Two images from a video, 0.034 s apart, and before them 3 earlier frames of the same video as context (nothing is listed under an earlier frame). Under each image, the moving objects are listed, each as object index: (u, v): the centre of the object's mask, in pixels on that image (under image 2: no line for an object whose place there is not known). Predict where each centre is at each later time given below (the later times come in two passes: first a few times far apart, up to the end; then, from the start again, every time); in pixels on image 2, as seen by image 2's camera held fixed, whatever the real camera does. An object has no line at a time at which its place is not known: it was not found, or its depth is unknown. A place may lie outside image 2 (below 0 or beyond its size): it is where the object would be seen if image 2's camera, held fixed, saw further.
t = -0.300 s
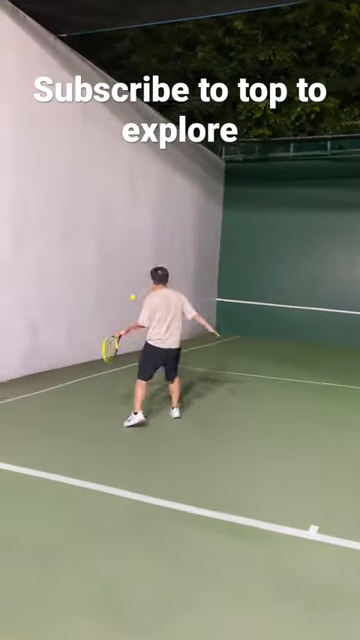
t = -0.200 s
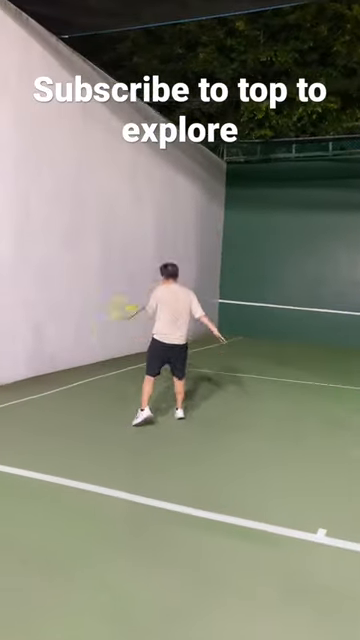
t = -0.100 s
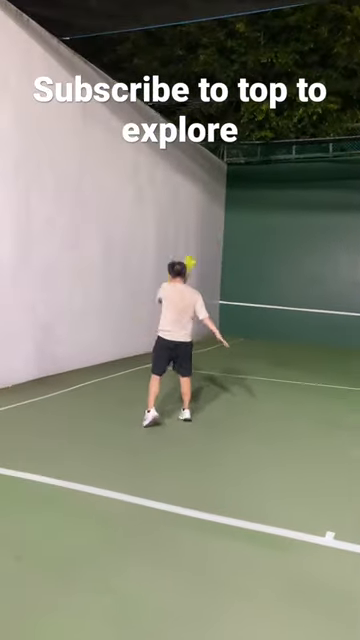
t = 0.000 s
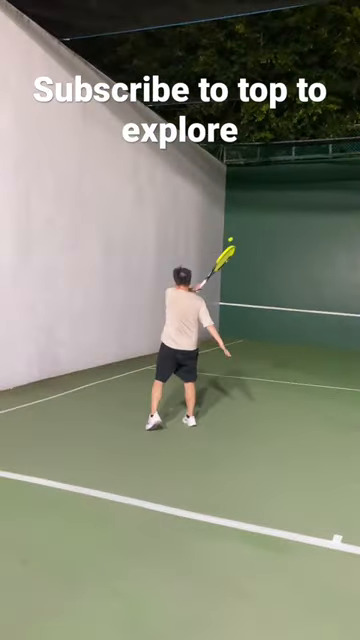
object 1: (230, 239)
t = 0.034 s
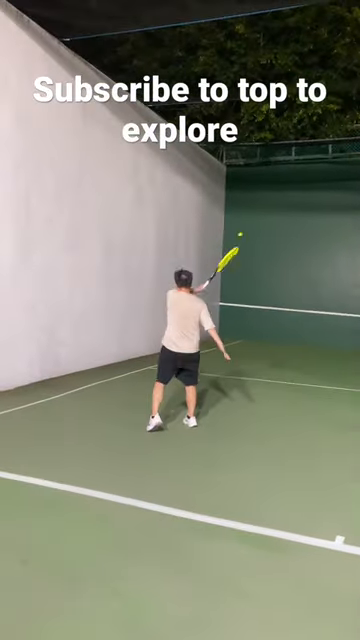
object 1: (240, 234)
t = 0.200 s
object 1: (275, 222)
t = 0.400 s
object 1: (300, 226)
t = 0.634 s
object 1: (288, 227)
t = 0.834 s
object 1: (275, 247)
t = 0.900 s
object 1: (269, 260)
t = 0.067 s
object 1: (249, 230)
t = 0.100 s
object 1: (256, 227)
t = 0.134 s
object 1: (263, 225)
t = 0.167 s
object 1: (270, 223)
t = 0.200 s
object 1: (275, 222)
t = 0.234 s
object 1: (280, 222)
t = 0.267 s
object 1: (285, 222)
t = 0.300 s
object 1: (289, 222)
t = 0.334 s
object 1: (293, 224)
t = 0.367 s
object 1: (297, 225)
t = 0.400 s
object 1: (300, 226)
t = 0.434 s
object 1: (298, 225)
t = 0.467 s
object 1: (297, 225)
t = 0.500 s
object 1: (295, 225)
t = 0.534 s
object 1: (293, 225)
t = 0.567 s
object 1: (292, 225)
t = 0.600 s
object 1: (290, 226)
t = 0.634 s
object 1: (288, 227)
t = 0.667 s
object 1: (286, 229)
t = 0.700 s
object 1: (284, 231)
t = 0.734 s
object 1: (282, 235)
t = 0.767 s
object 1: (279, 238)
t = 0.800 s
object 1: (277, 243)
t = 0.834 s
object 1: (275, 247)
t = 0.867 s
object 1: (272, 253)
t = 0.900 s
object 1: (269, 260)
